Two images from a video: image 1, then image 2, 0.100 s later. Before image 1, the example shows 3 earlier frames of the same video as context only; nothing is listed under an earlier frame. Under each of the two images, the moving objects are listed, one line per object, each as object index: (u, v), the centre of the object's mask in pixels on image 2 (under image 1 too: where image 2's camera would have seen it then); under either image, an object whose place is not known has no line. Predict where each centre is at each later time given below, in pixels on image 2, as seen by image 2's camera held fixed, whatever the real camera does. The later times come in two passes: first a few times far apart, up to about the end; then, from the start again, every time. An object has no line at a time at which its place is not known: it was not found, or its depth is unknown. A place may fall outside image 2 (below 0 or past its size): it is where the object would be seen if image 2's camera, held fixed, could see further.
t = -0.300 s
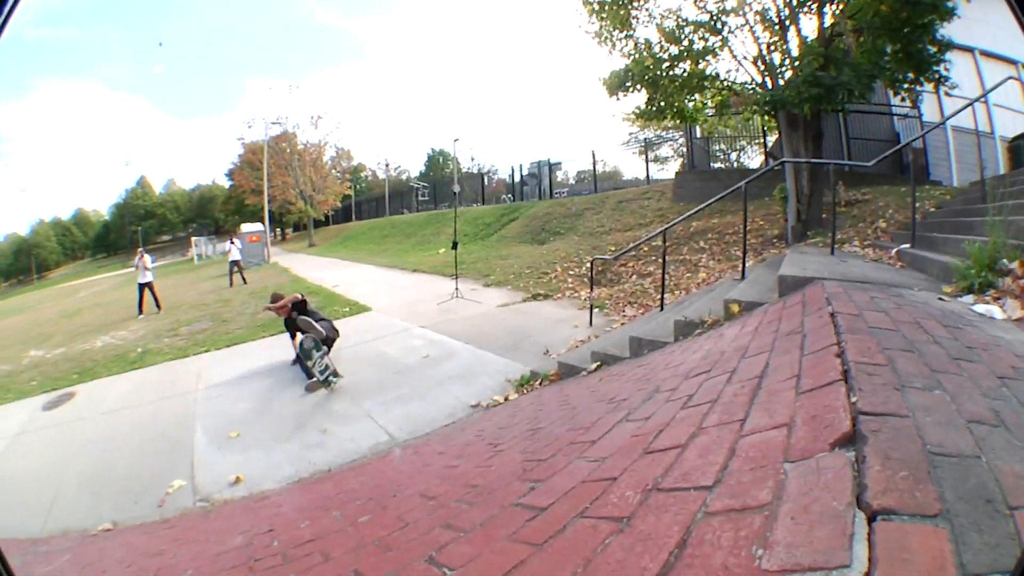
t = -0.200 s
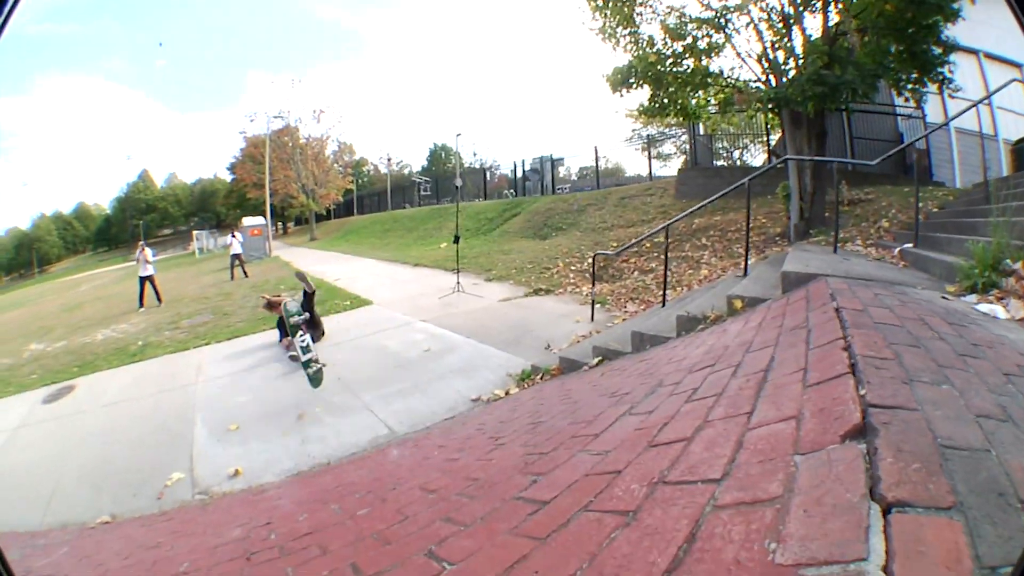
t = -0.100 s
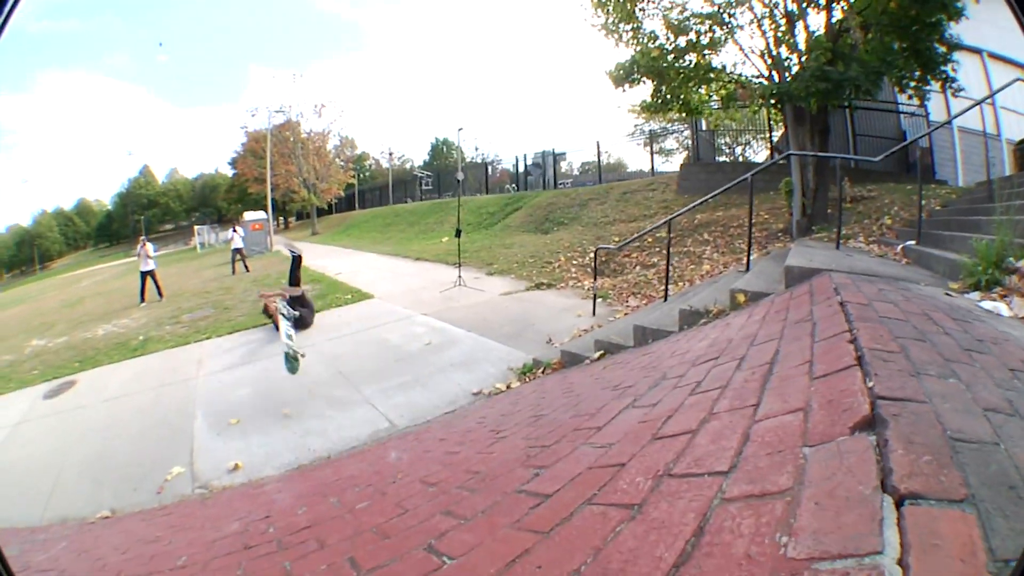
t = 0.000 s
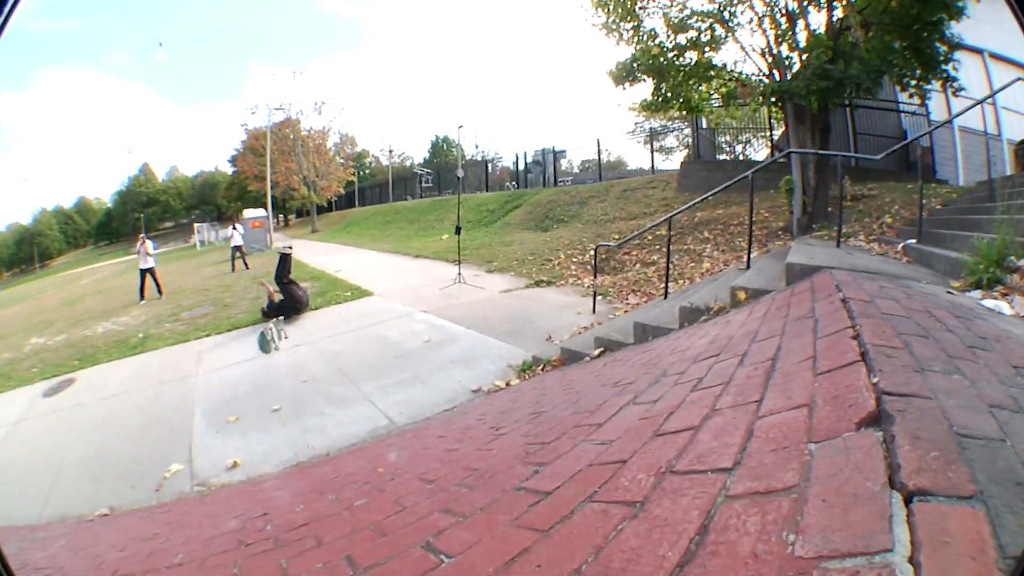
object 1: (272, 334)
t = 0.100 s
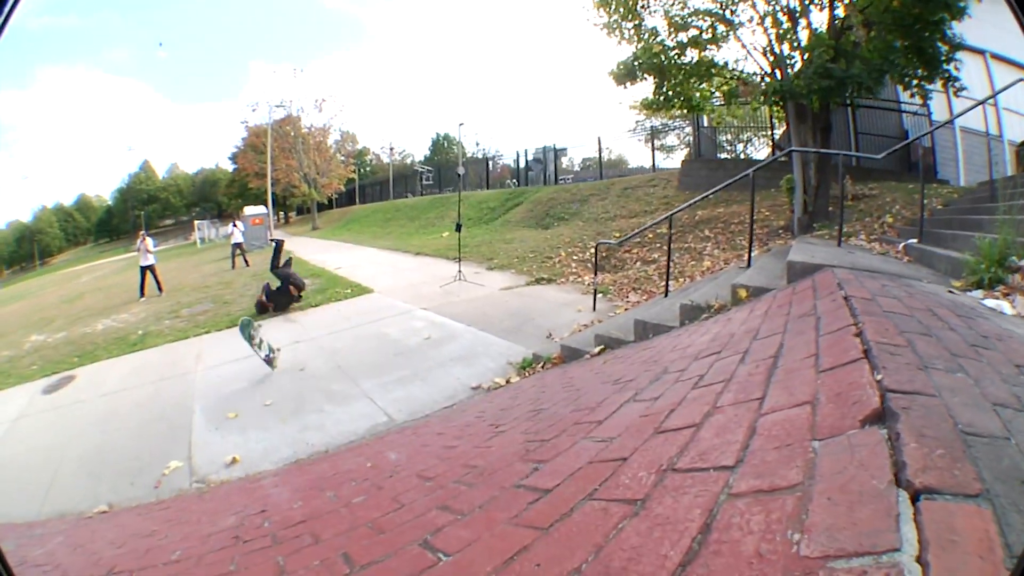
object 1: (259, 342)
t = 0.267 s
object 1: (248, 353)
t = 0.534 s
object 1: (225, 377)
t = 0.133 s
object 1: (255, 343)
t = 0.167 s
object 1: (253, 344)
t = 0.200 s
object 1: (251, 345)
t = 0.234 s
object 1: (250, 349)
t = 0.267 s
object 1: (248, 353)
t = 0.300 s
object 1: (249, 360)
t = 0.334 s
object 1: (244, 363)
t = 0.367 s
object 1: (241, 366)
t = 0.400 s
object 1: (238, 370)
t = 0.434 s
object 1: (235, 375)
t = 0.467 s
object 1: (230, 375)
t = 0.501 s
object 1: (228, 376)
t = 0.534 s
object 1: (225, 377)
